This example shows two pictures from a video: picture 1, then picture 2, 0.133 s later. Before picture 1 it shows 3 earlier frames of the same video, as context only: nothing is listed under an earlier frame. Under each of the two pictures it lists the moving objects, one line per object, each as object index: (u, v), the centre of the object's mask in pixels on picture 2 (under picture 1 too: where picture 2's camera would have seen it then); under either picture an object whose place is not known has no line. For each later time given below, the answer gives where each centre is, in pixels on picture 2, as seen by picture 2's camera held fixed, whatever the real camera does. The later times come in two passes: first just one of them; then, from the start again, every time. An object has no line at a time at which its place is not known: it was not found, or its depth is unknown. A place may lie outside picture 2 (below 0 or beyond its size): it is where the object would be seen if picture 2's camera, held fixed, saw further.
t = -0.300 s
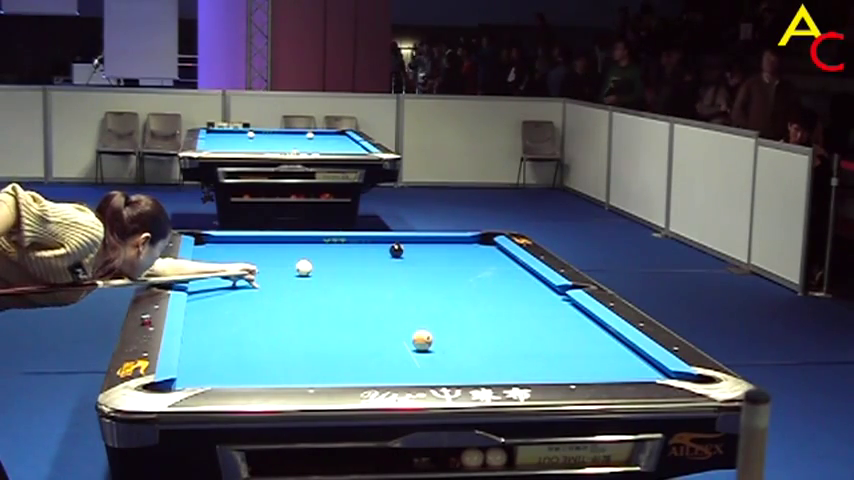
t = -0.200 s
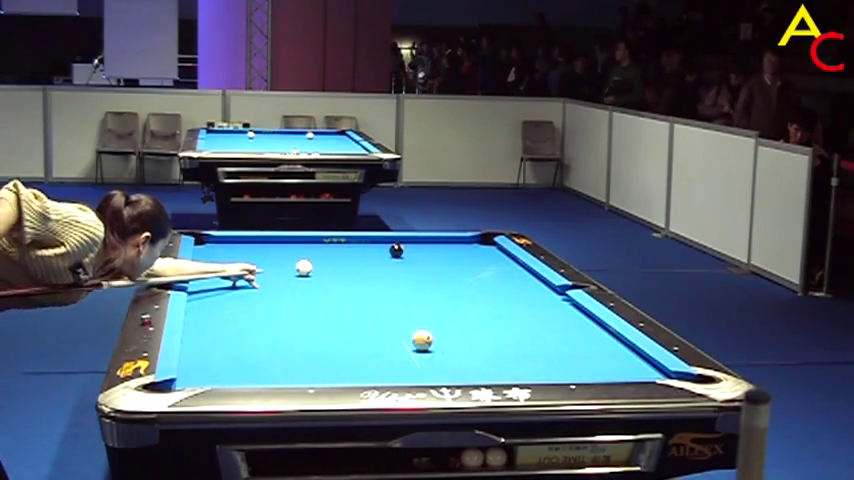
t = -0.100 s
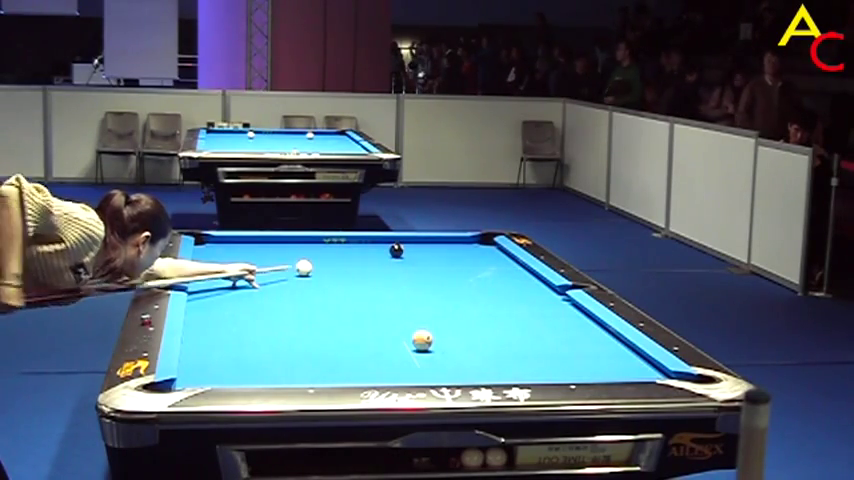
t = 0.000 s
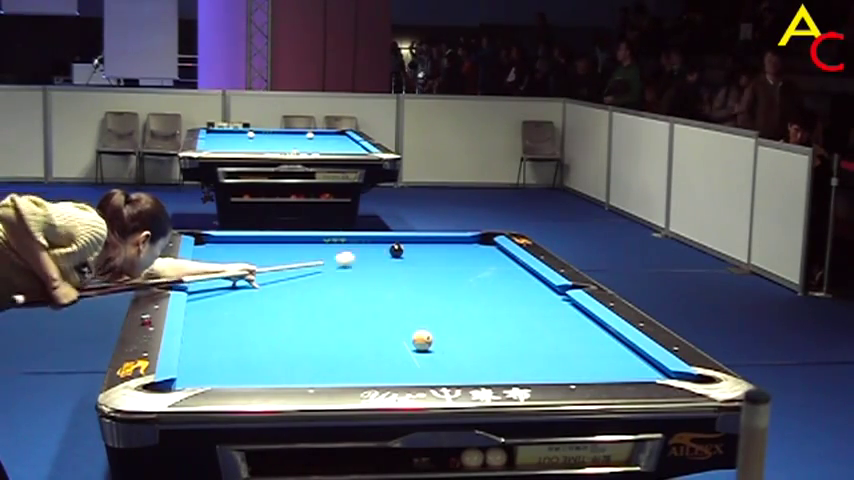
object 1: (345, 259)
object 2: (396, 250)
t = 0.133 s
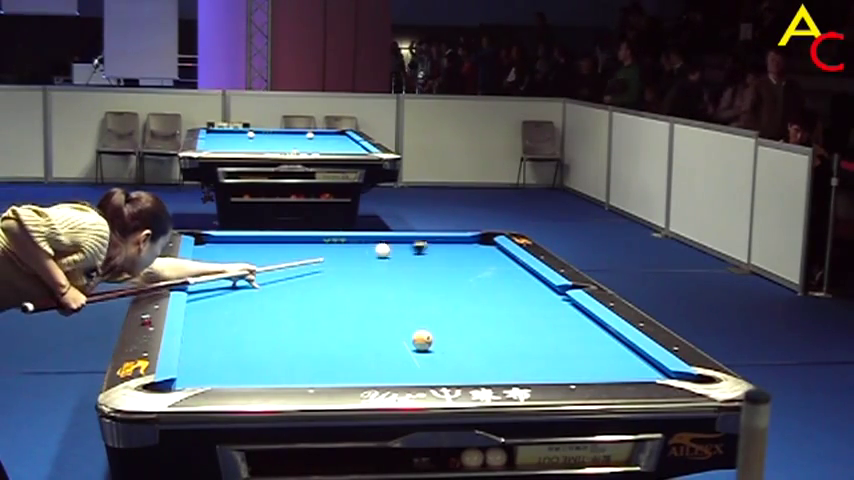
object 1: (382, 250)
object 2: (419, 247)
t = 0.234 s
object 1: (378, 248)
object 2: (464, 242)
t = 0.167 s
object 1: (380, 249)
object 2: (435, 245)
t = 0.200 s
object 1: (379, 248)
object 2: (450, 243)
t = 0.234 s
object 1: (378, 248)
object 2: (464, 242)
